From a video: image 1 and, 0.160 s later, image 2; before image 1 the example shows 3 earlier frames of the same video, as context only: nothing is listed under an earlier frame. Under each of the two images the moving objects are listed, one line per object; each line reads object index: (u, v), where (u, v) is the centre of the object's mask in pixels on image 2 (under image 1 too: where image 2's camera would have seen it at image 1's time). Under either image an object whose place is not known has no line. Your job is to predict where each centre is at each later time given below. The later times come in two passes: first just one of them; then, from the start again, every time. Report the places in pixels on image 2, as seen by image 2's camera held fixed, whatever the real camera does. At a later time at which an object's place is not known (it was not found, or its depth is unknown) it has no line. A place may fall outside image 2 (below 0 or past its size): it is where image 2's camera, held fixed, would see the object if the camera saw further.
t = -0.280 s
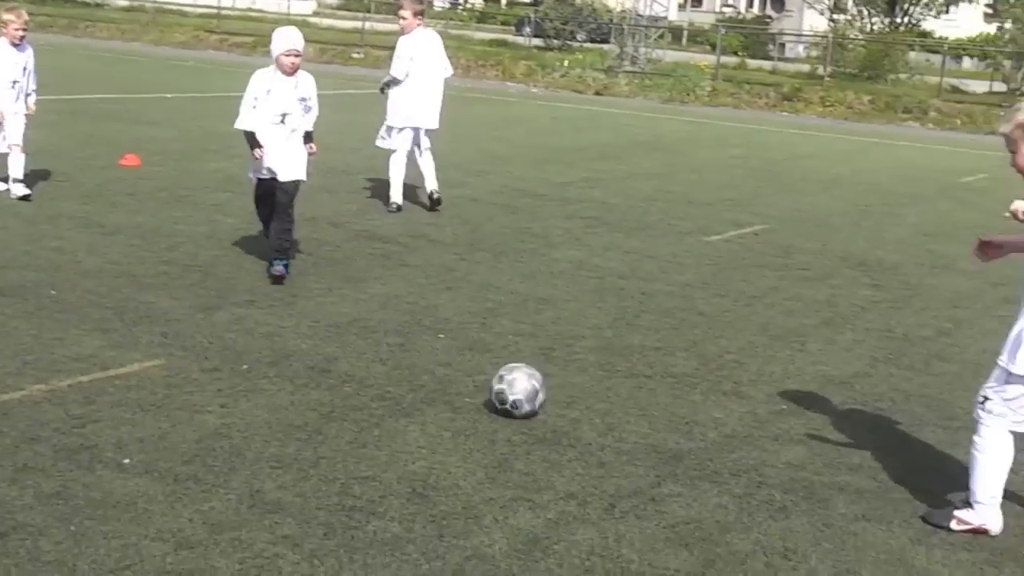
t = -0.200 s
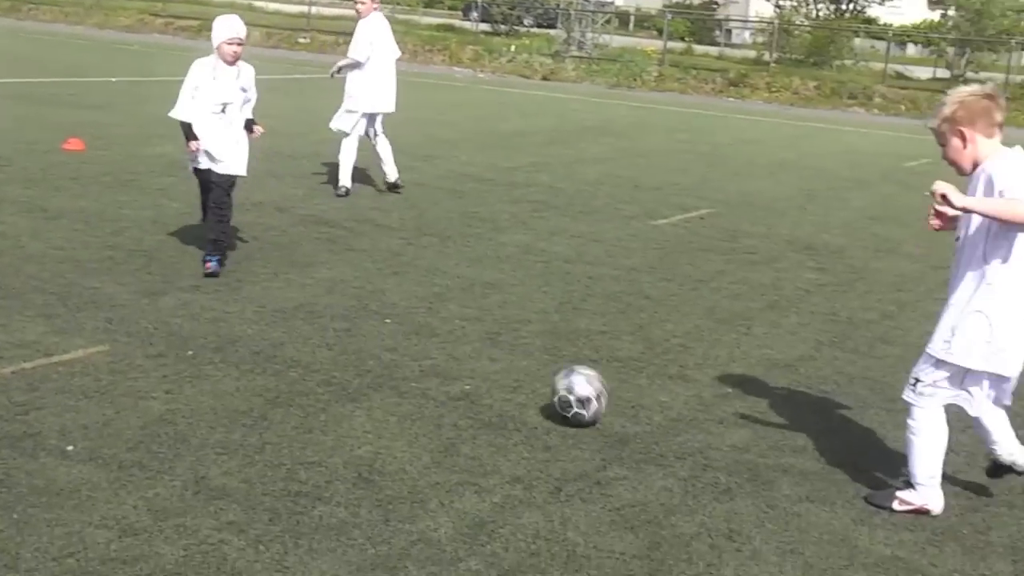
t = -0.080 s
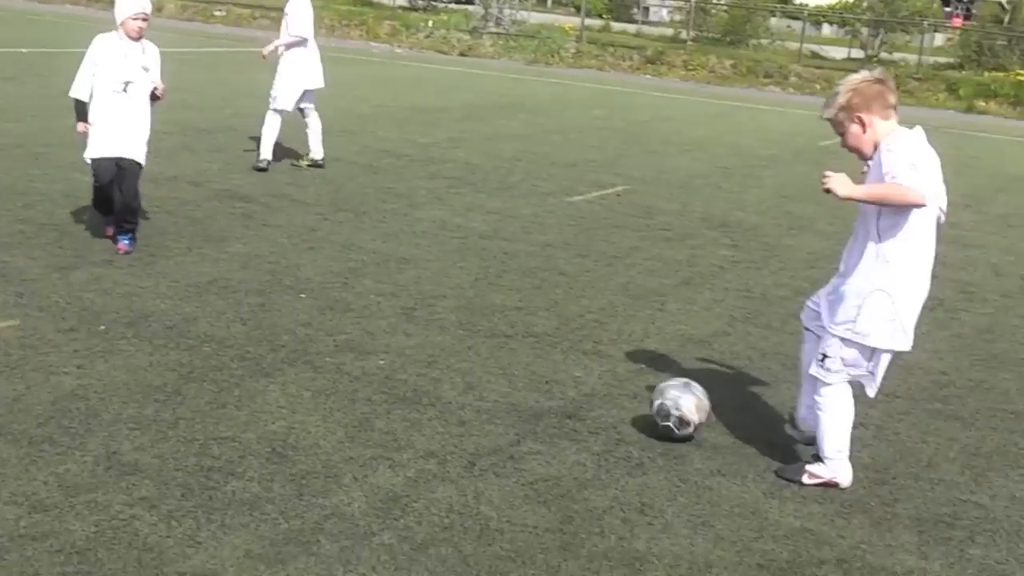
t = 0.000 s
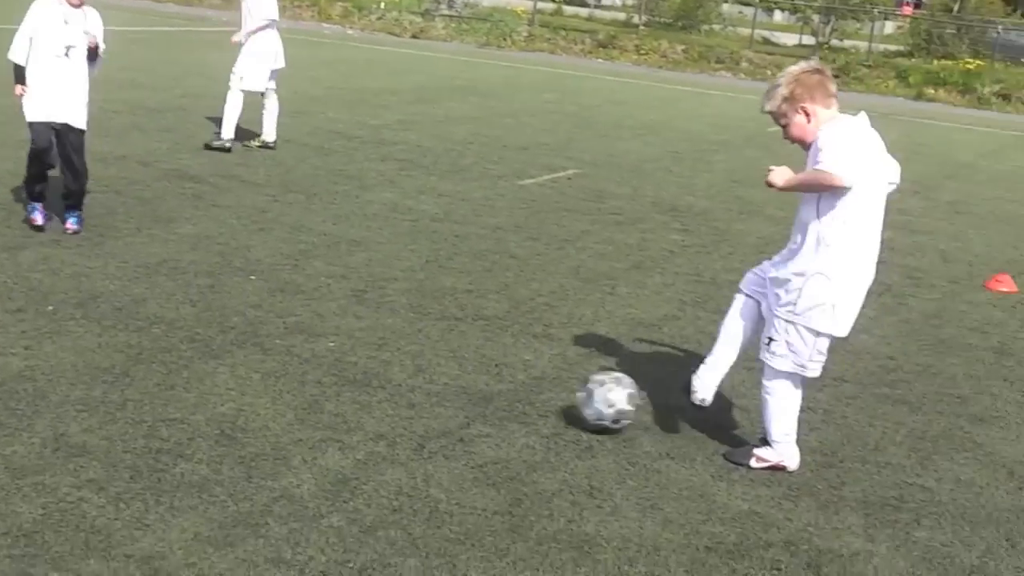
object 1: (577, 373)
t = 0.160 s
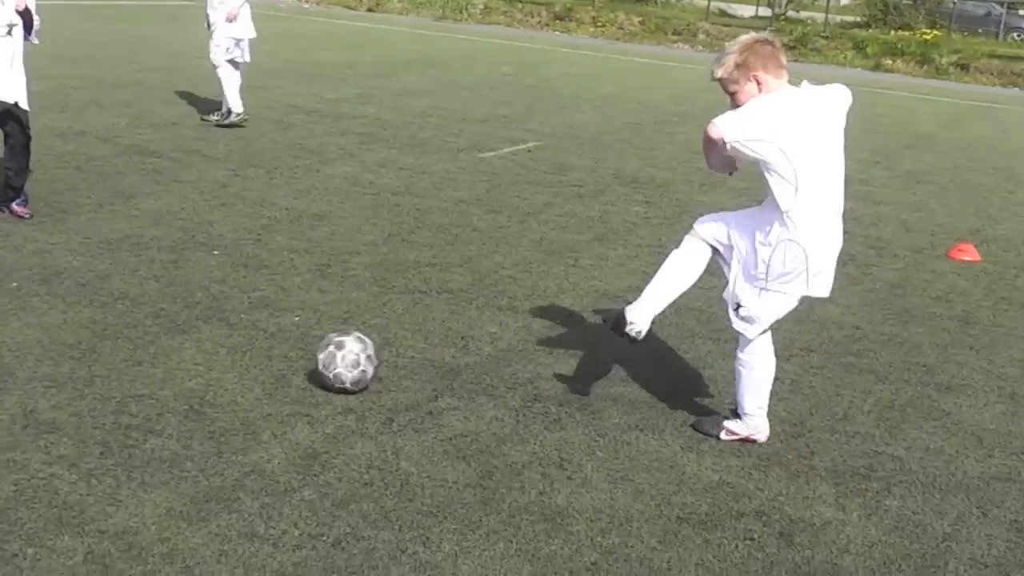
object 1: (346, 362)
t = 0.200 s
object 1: (299, 357)
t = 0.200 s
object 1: (299, 357)
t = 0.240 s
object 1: (253, 356)
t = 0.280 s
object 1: (205, 355)
